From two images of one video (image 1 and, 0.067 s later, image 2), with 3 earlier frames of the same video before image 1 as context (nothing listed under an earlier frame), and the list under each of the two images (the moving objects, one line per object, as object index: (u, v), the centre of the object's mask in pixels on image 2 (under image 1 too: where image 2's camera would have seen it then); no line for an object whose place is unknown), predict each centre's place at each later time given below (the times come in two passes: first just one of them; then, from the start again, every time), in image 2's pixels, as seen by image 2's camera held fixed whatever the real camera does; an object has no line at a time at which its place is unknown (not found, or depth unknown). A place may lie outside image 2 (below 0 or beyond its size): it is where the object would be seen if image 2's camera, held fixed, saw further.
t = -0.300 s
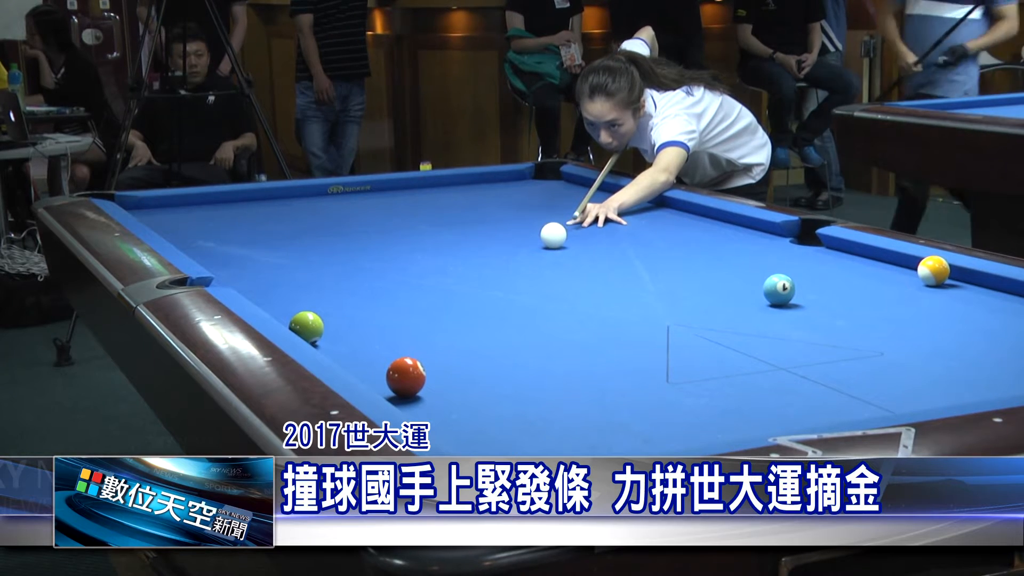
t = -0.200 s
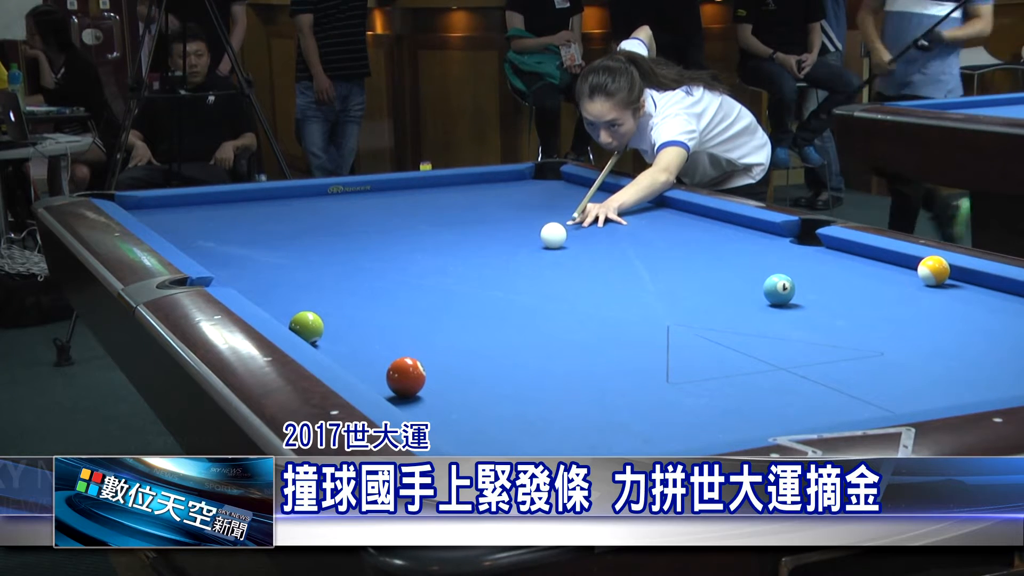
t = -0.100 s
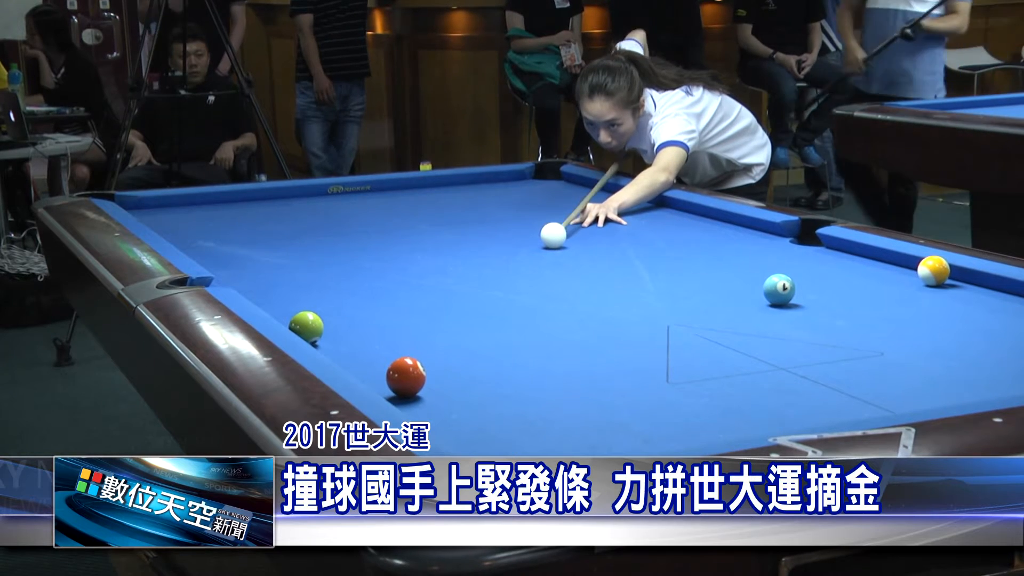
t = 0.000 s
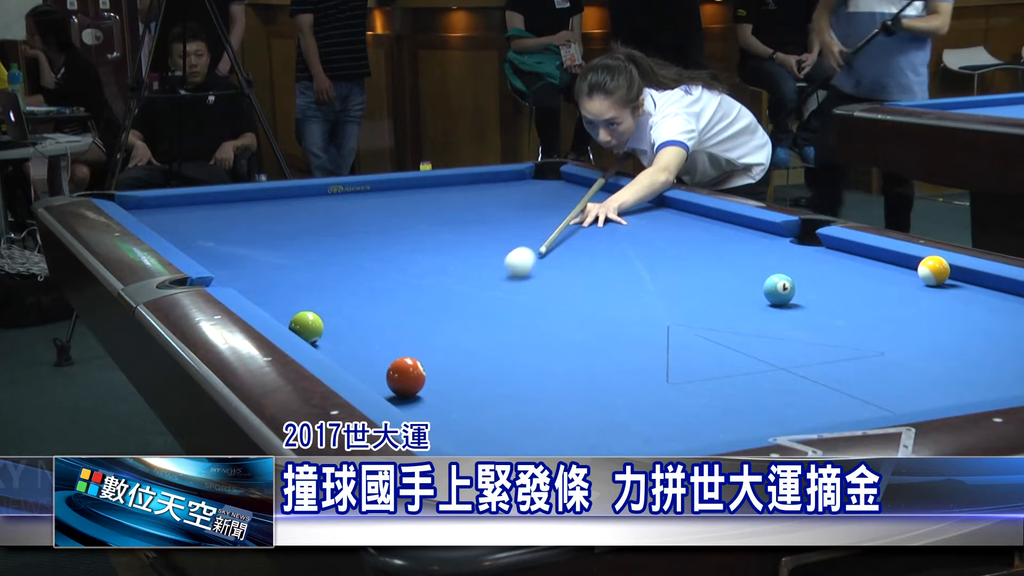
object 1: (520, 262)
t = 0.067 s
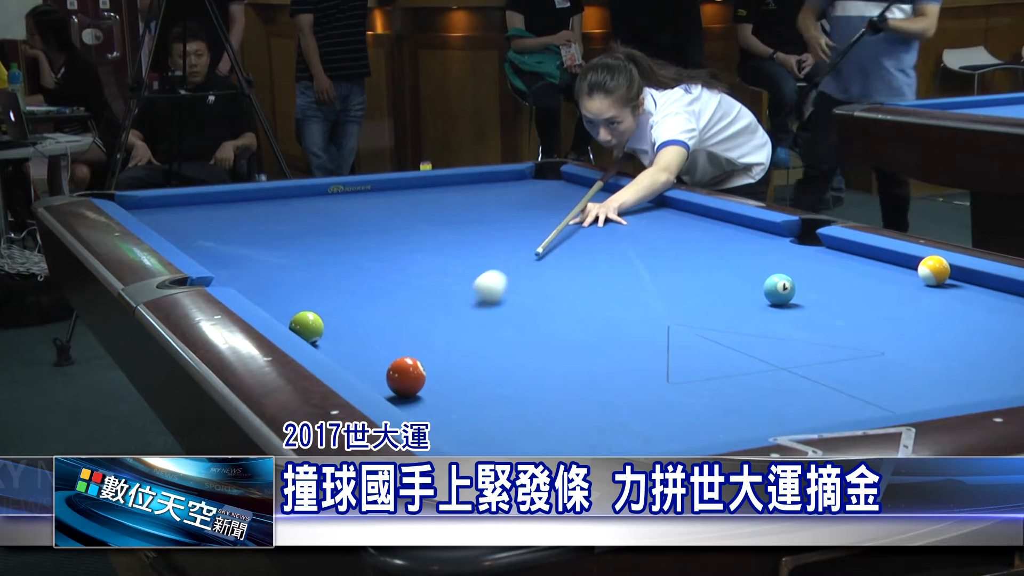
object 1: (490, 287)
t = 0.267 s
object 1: (369, 367)
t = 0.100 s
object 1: (474, 300)
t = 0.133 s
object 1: (457, 313)
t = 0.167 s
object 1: (439, 330)
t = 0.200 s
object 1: (421, 344)
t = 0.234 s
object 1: (396, 355)
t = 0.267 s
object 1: (369, 367)
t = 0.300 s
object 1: (377, 368)
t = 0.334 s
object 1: (397, 363)
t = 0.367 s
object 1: (415, 359)
